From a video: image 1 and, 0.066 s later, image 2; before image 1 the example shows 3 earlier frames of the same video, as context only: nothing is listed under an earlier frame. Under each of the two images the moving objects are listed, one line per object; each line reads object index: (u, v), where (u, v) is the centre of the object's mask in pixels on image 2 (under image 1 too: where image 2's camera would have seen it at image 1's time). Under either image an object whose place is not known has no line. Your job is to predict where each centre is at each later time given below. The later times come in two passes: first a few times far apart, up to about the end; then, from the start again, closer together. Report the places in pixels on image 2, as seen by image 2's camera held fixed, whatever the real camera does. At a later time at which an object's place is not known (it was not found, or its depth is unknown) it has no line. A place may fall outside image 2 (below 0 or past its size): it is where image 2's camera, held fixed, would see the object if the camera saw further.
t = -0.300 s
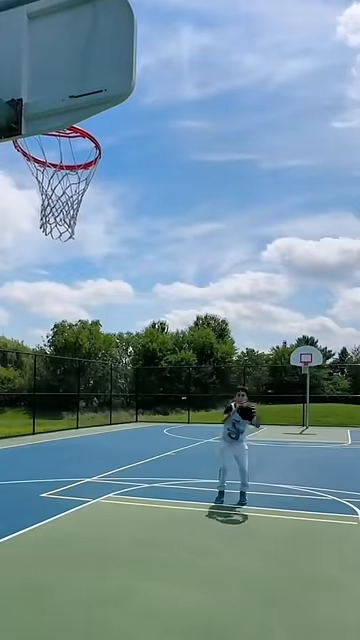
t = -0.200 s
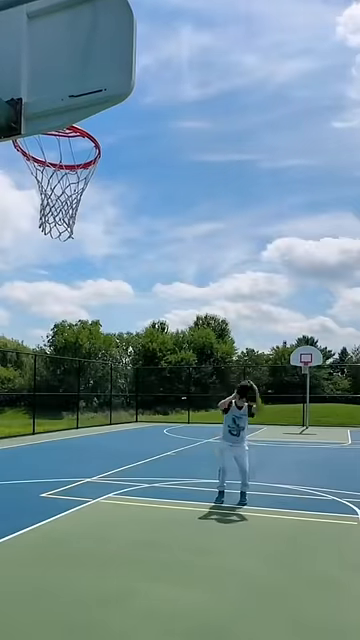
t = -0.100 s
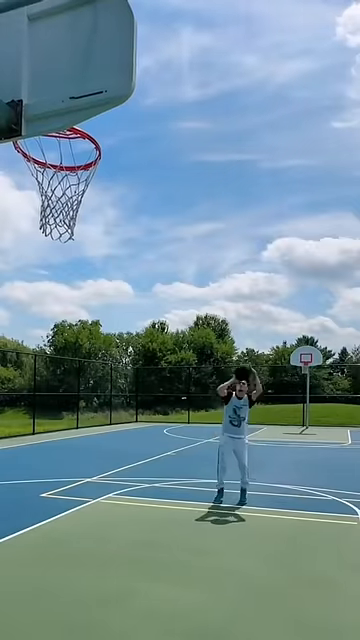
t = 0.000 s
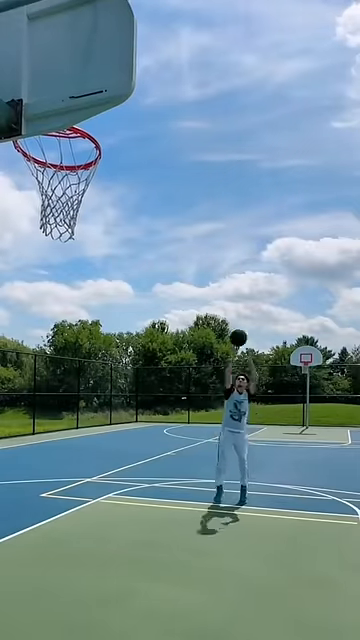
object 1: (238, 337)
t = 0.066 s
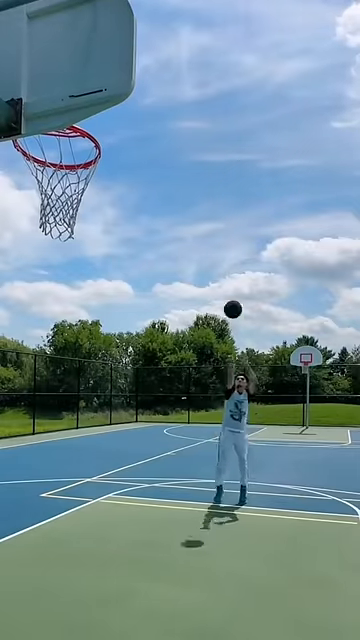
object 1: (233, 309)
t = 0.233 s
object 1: (216, 242)
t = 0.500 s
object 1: (178, 157)
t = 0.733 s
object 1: (127, 116)
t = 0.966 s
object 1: (42, 146)
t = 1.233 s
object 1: (92, 194)
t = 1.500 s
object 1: (41, 239)
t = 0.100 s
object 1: (230, 295)
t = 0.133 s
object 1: (226, 281)
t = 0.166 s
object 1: (223, 268)
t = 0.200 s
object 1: (219, 255)
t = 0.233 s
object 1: (216, 242)
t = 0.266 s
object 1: (212, 230)
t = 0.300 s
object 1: (208, 218)
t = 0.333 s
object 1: (203, 207)
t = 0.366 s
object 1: (199, 196)
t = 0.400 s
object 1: (194, 186)
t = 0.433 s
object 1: (189, 175)
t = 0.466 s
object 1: (183, 165)
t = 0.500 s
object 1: (178, 157)
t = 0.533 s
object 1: (172, 147)
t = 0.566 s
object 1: (165, 139)
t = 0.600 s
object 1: (159, 132)
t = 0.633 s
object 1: (151, 126)
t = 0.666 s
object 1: (143, 121)
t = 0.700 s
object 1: (135, 117)
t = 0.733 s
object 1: (127, 116)
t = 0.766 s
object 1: (118, 117)
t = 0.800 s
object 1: (108, 119)
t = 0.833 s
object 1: (98, 122)
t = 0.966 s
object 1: (42, 146)
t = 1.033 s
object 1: (80, 184)
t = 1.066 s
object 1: (89, 189)
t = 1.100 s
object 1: (94, 187)
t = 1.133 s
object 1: (96, 188)
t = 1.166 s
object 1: (95, 189)
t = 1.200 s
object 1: (93, 191)
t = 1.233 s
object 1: (92, 194)
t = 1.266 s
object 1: (90, 199)
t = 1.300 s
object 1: (86, 203)
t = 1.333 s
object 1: (80, 207)
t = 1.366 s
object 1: (73, 211)
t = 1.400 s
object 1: (66, 216)
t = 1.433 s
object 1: (58, 222)
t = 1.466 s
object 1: (50, 230)
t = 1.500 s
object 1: (41, 239)
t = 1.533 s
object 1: (33, 252)
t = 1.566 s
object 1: (24, 266)
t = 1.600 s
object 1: (17, 283)
